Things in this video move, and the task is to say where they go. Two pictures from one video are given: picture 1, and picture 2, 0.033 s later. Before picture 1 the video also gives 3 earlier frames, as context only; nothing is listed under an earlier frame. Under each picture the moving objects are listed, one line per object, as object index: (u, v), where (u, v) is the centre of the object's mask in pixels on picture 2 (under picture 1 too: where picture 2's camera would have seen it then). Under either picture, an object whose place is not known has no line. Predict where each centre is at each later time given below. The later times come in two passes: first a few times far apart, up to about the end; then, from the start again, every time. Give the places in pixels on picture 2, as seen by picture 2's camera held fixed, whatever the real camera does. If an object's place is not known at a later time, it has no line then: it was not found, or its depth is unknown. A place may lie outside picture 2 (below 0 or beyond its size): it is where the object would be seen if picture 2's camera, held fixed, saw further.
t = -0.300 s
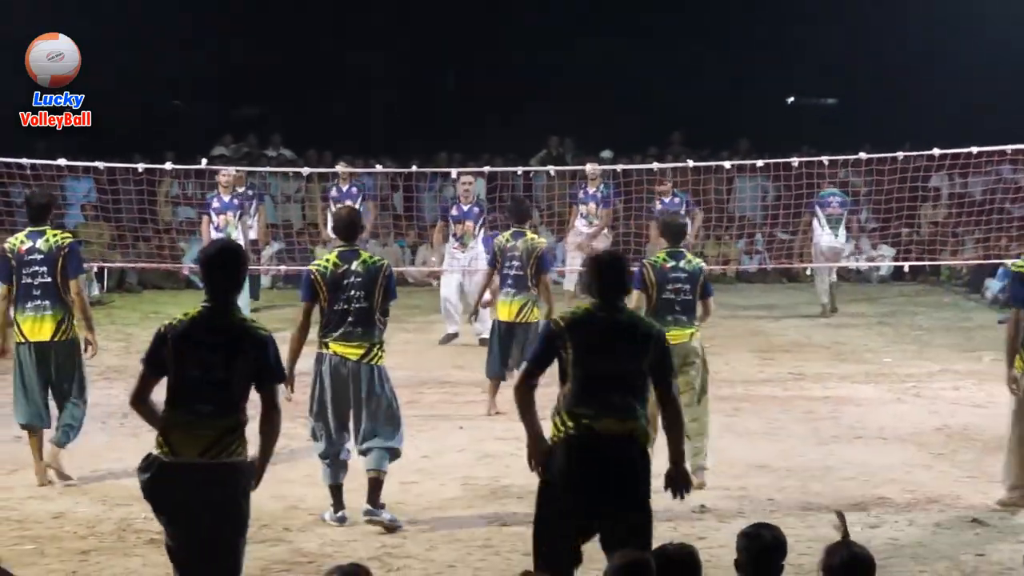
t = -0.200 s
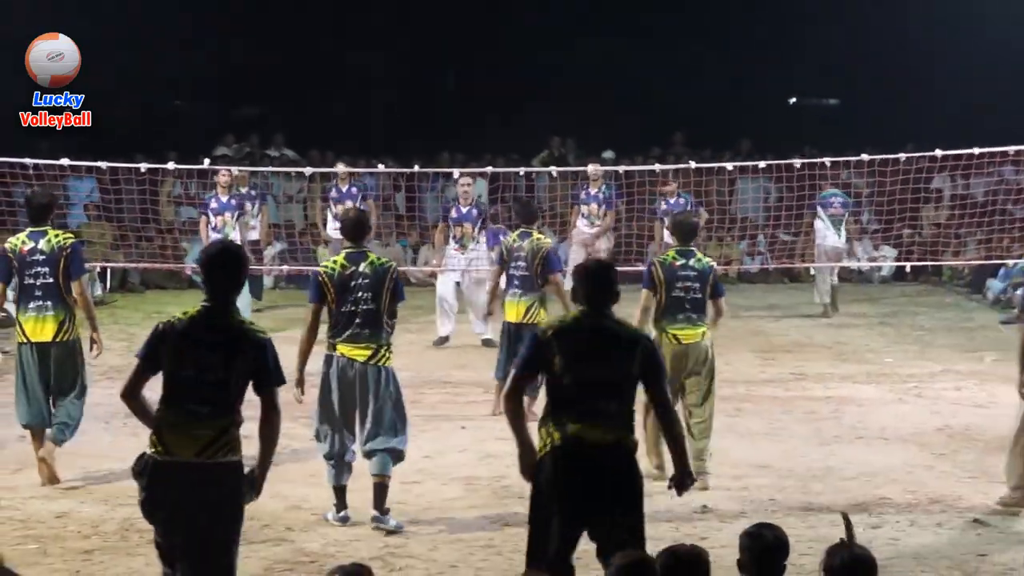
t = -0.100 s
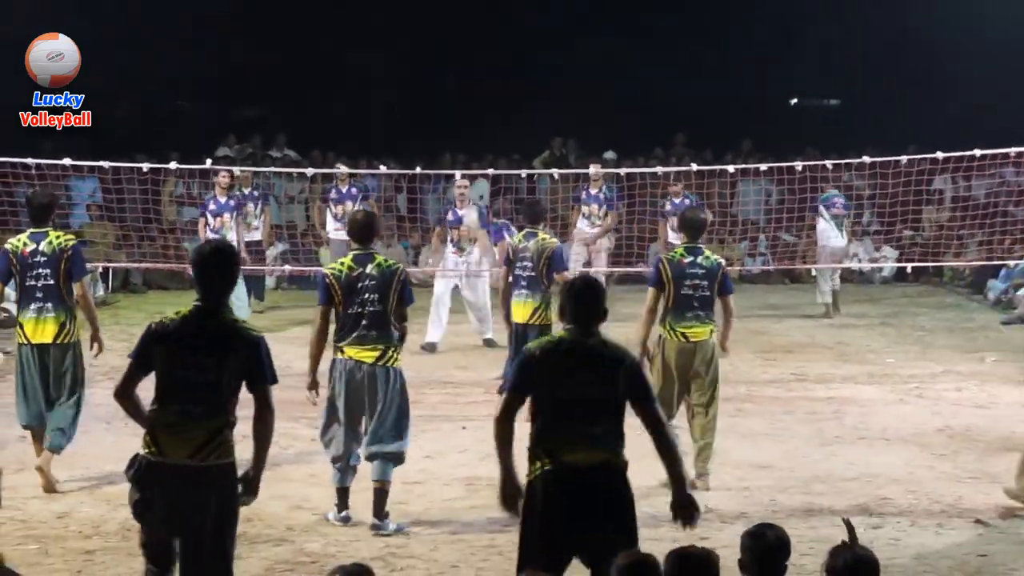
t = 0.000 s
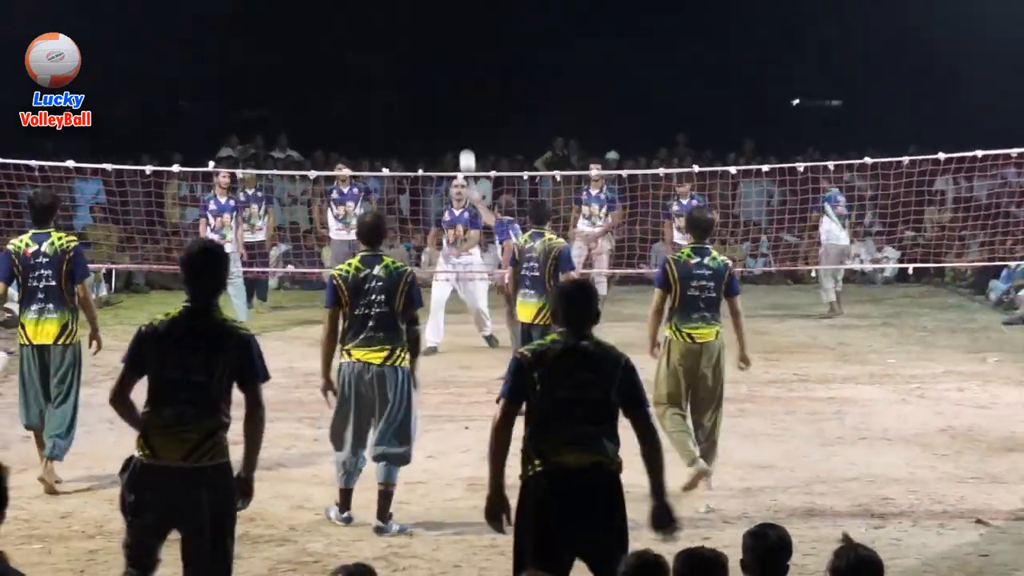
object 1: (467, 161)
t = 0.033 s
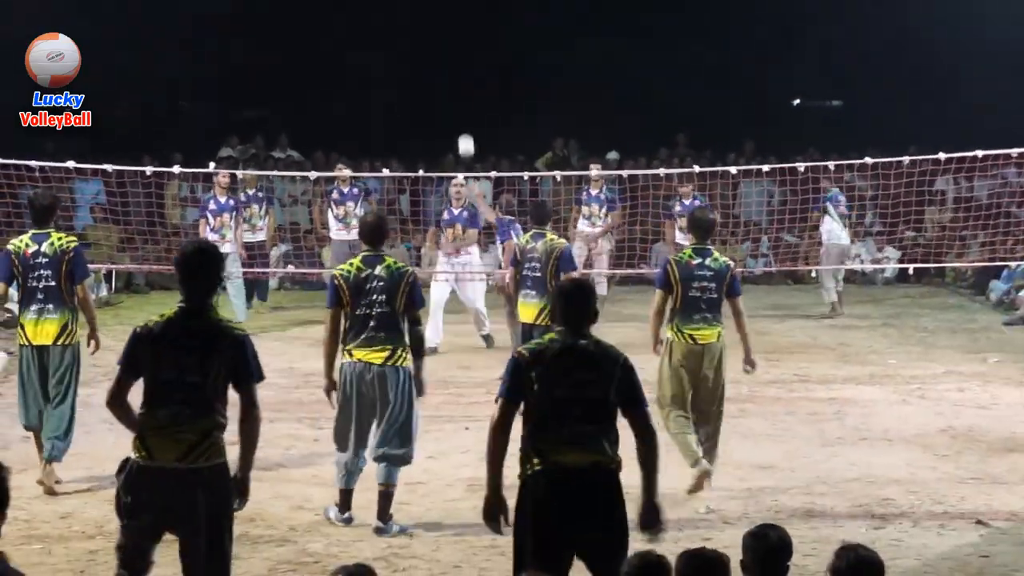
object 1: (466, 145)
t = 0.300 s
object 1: (454, 64)
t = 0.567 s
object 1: (441, 55)
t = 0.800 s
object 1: (432, 109)
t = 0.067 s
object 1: (464, 131)
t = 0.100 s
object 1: (463, 118)
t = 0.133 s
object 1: (461, 106)
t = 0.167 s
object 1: (460, 95)
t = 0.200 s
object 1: (458, 86)
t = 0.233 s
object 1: (457, 77)
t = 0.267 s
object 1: (455, 70)
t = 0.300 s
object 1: (454, 64)
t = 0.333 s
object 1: (453, 59)
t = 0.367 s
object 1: (451, 54)
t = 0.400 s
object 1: (449, 52)
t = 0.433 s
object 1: (447, 50)
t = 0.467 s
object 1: (446, 50)
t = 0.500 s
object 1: (444, 51)
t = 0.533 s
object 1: (442, 52)
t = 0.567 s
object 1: (441, 55)
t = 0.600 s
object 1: (439, 59)
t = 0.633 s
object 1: (438, 65)
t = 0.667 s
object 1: (437, 71)
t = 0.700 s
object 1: (436, 79)
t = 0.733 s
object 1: (434, 88)
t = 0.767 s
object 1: (433, 98)
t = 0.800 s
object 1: (432, 109)
